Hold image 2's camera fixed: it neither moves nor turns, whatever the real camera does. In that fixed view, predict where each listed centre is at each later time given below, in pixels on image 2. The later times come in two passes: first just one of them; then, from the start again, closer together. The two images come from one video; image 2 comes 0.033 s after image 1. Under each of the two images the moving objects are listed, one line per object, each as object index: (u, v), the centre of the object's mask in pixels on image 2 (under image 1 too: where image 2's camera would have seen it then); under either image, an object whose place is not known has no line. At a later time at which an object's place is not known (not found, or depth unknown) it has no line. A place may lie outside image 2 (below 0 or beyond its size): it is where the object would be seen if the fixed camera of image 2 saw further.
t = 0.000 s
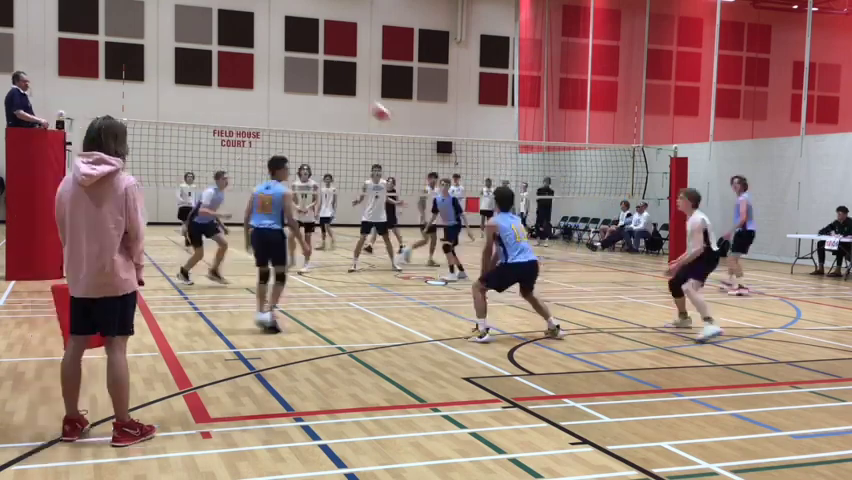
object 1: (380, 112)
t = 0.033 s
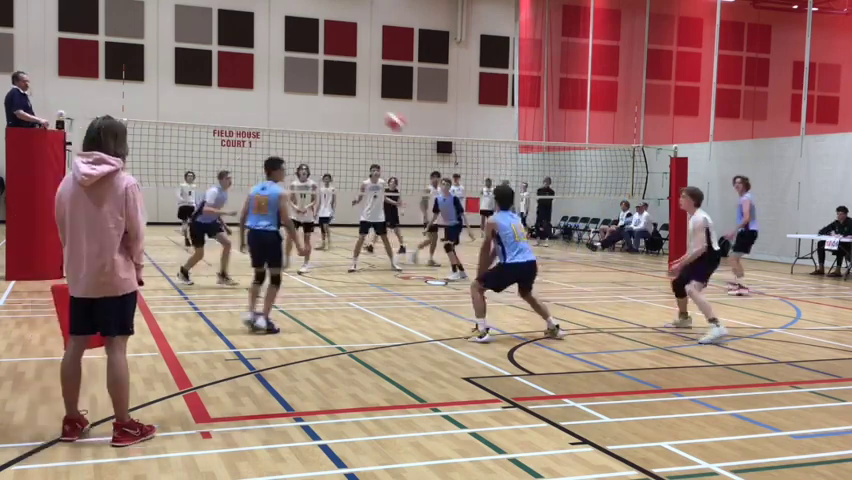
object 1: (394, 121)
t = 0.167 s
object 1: (458, 177)
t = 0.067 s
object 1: (409, 132)
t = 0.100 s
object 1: (424, 145)
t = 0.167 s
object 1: (458, 177)
